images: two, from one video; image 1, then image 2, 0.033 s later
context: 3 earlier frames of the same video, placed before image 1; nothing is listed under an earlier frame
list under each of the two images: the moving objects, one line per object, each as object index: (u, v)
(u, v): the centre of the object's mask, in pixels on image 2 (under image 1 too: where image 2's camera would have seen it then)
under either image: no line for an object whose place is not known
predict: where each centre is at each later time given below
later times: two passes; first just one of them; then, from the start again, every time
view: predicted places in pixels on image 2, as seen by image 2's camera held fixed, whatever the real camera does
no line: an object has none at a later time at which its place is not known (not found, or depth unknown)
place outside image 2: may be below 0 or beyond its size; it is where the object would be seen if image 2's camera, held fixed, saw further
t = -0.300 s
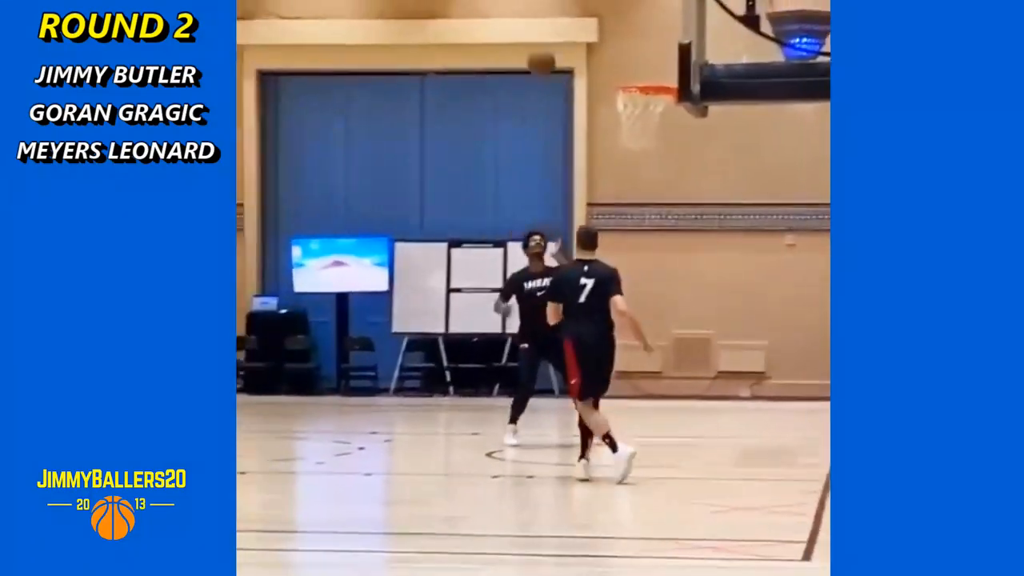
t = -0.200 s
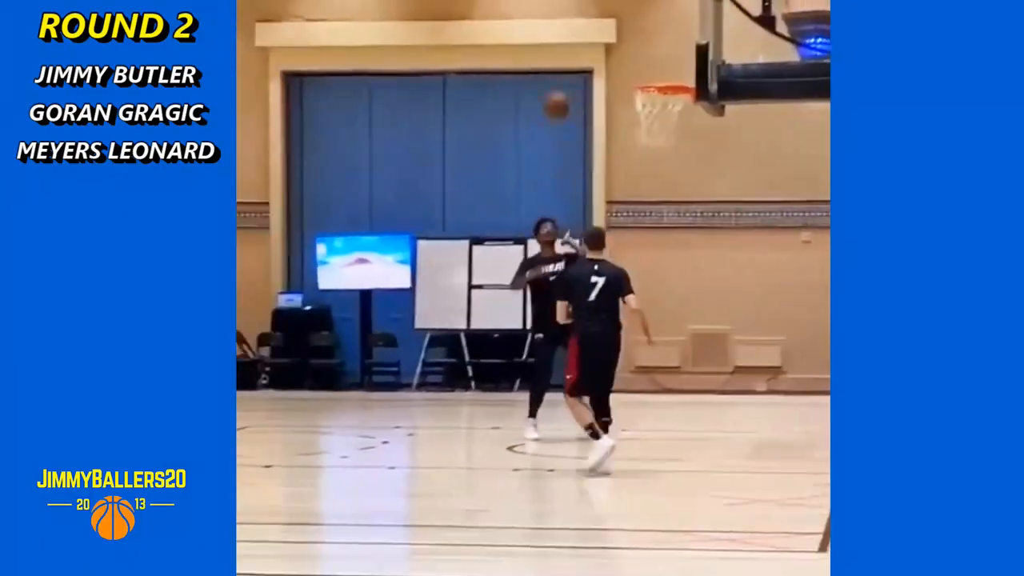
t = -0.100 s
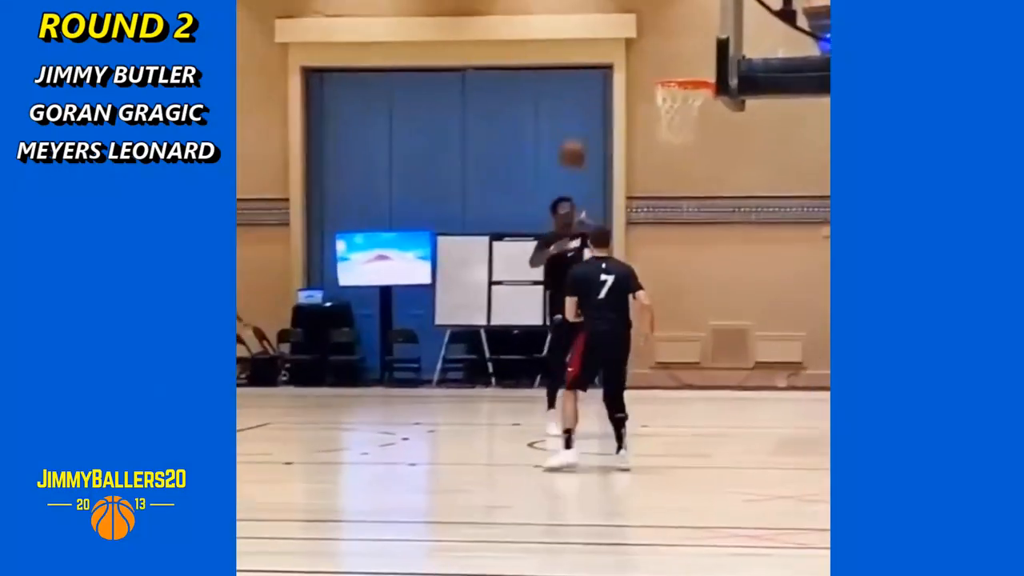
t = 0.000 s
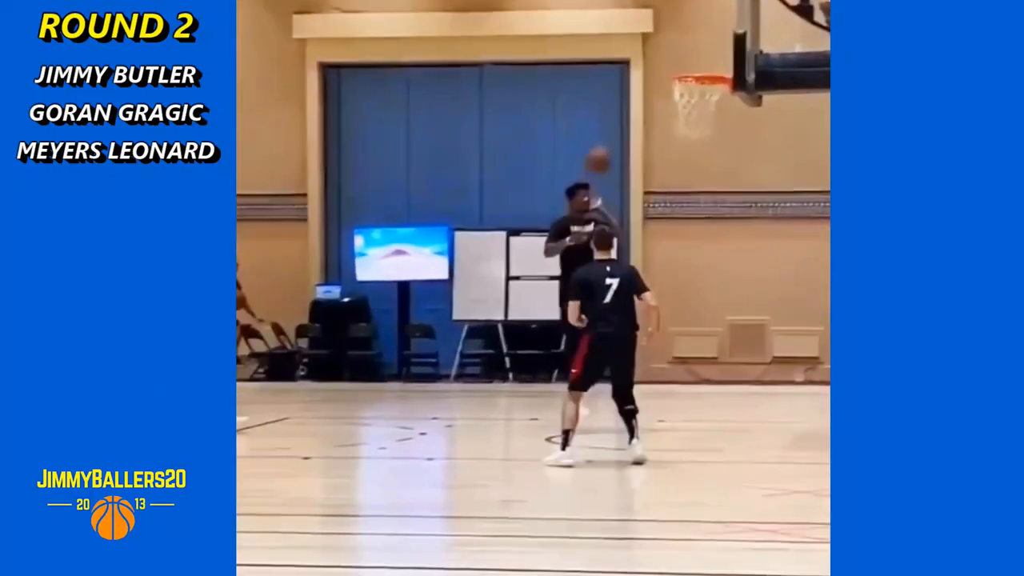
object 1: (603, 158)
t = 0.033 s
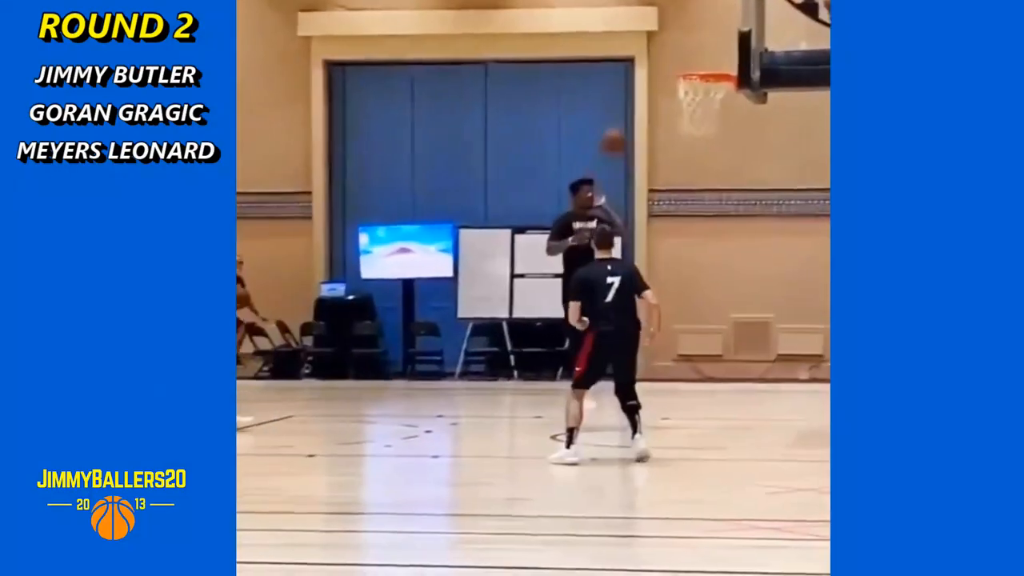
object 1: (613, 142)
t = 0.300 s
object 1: (690, 49)
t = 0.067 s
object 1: (621, 126)
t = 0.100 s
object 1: (632, 112)
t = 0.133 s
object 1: (643, 98)
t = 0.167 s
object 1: (651, 86)
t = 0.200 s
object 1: (661, 77)
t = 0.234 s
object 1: (671, 66)
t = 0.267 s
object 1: (680, 57)
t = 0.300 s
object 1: (690, 49)
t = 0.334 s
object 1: (700, 43)
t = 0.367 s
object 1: (710, 38)
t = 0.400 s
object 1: (721, 34)
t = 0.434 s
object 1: (729, 31)
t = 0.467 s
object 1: (732, 30)
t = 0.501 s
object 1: (728, 28)
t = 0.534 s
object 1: (720, 28)
